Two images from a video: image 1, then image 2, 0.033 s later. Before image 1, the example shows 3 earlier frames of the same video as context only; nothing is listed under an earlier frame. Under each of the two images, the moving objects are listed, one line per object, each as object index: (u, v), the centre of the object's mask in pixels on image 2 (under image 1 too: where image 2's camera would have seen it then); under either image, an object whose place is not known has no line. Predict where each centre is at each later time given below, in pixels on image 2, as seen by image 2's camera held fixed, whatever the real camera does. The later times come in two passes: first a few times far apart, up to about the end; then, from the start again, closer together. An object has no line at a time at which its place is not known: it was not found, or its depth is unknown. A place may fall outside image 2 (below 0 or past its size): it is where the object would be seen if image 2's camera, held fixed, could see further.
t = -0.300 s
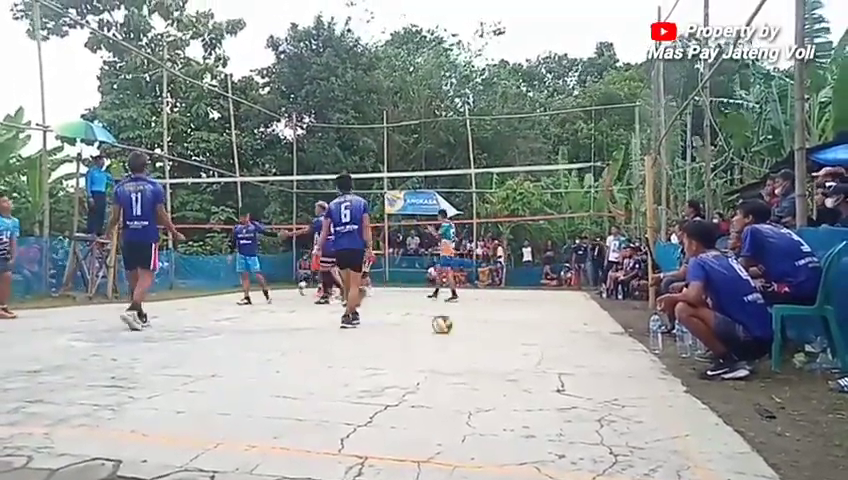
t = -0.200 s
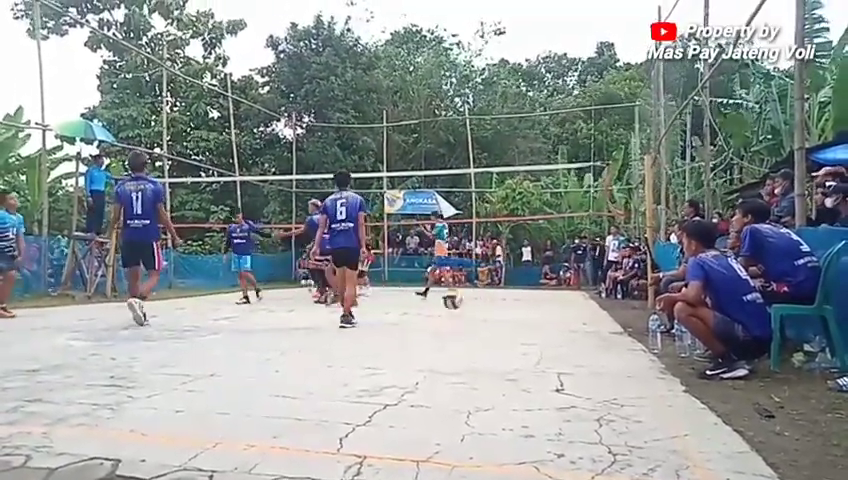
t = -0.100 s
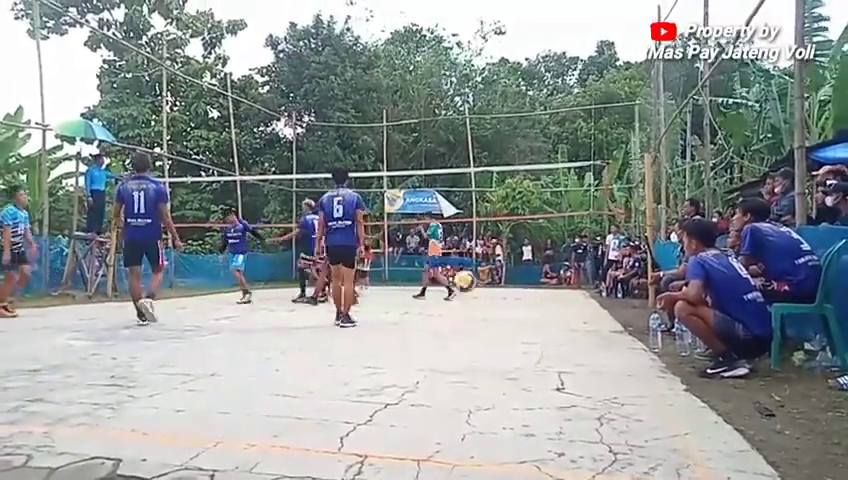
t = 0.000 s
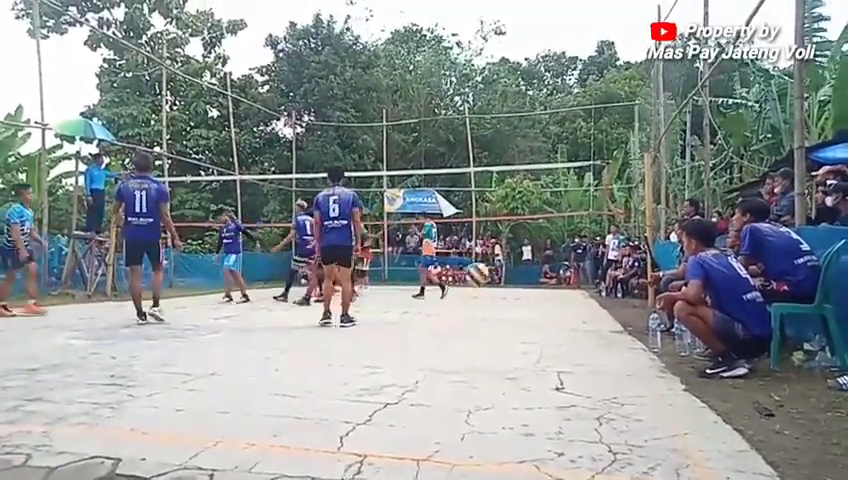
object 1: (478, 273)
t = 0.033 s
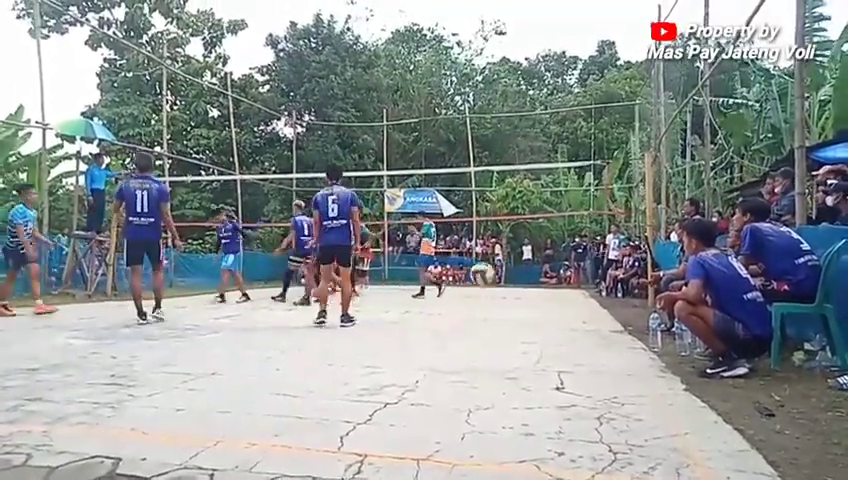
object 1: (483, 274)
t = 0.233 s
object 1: (512, 305)
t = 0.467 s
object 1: (556, 312)
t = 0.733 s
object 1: (621, 318)
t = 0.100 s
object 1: (491, 277)
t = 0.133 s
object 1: (496, 282)
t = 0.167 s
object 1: (501, 287)
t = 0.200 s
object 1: (507, 294)
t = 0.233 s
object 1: (512, 305)
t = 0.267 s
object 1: (519, 315)
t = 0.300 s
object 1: (525, 328)
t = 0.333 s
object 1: (532, 343)
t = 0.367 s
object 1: (536, 333)
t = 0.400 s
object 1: (543, 325)
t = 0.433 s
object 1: (550, 318)
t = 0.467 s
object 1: (556, 312)
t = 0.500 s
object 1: (563, 308)
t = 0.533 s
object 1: (571, 303)
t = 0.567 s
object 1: (579, 300)
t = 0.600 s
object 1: (586, 301)
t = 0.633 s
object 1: (595, 302)
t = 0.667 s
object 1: (603, 305)
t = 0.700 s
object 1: (612, 311)
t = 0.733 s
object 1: (621, 318)
